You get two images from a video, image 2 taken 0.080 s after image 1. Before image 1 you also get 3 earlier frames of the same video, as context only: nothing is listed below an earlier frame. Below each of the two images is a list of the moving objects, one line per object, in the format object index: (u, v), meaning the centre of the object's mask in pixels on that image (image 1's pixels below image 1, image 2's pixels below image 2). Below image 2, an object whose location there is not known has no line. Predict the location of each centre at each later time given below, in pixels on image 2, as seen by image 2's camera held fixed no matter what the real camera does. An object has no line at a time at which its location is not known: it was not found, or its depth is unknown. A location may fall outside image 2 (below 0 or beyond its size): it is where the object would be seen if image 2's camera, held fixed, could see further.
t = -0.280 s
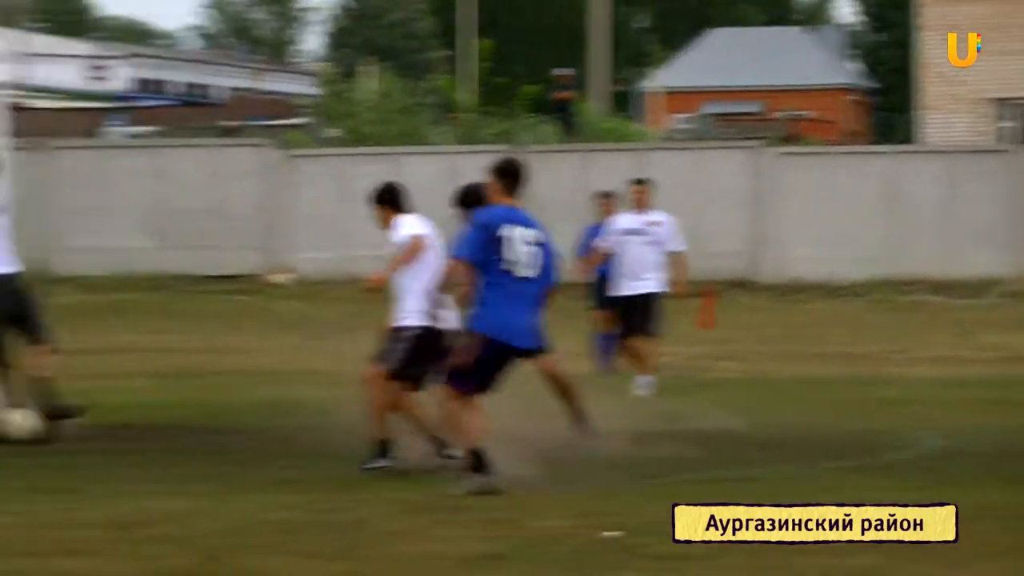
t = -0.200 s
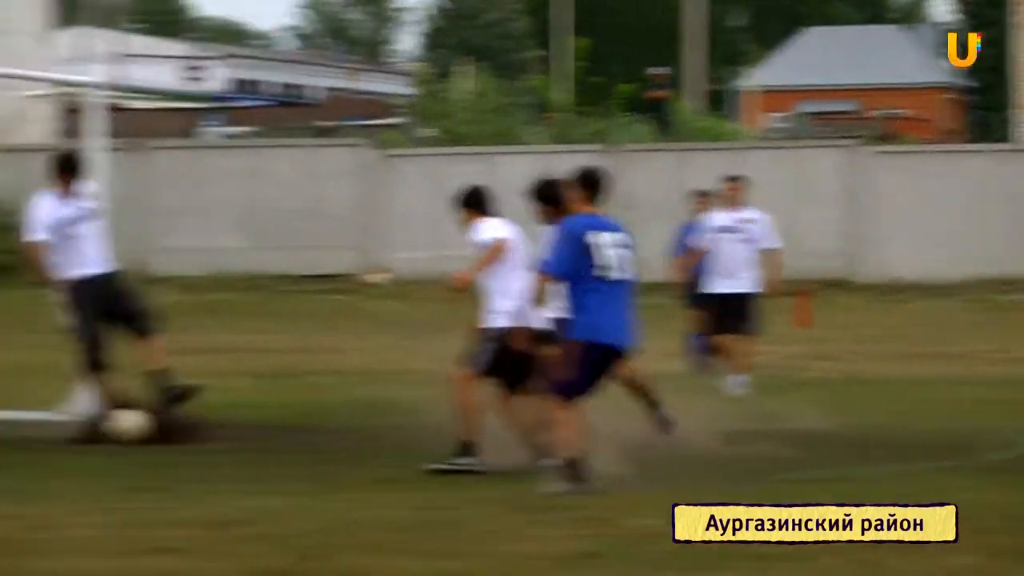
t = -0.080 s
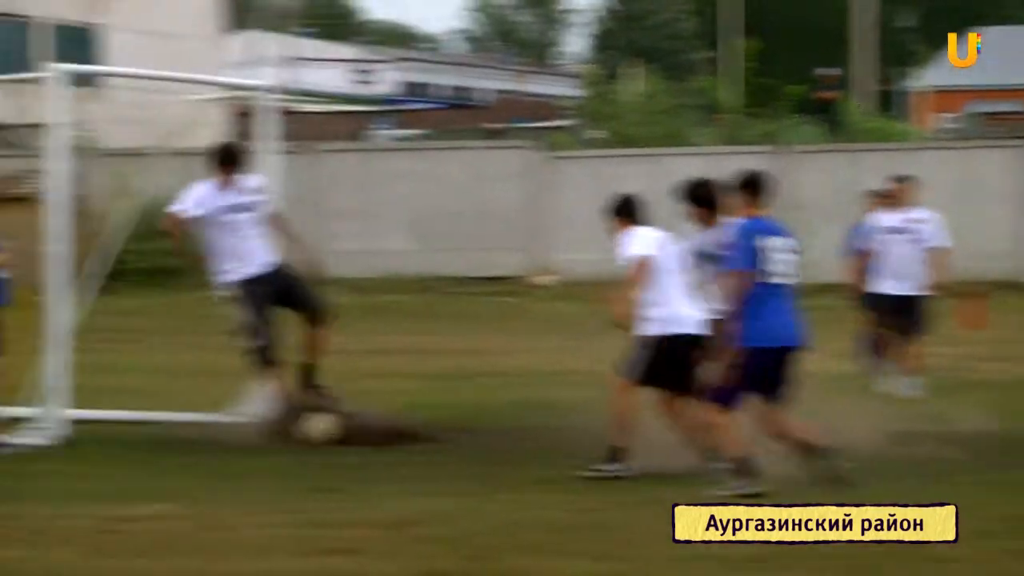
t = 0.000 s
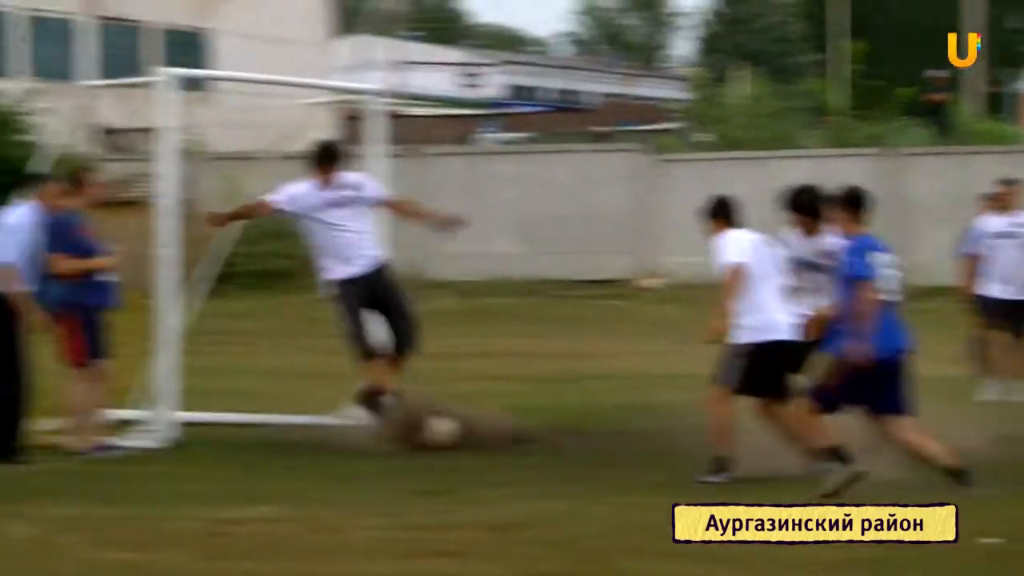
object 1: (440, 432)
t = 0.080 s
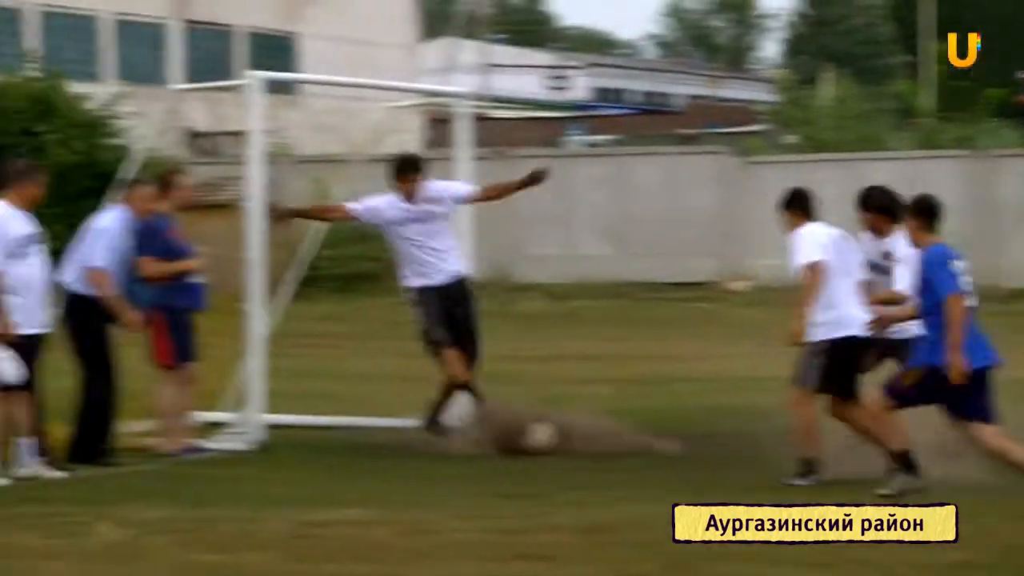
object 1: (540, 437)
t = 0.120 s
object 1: (544, 436)
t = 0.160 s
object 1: (546, 434)
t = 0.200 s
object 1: (548, 435)
